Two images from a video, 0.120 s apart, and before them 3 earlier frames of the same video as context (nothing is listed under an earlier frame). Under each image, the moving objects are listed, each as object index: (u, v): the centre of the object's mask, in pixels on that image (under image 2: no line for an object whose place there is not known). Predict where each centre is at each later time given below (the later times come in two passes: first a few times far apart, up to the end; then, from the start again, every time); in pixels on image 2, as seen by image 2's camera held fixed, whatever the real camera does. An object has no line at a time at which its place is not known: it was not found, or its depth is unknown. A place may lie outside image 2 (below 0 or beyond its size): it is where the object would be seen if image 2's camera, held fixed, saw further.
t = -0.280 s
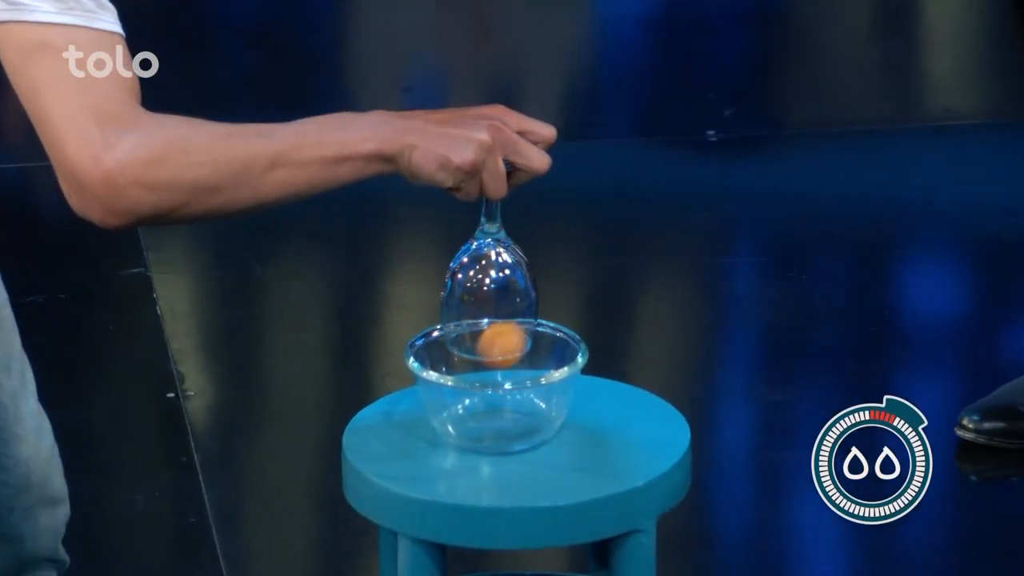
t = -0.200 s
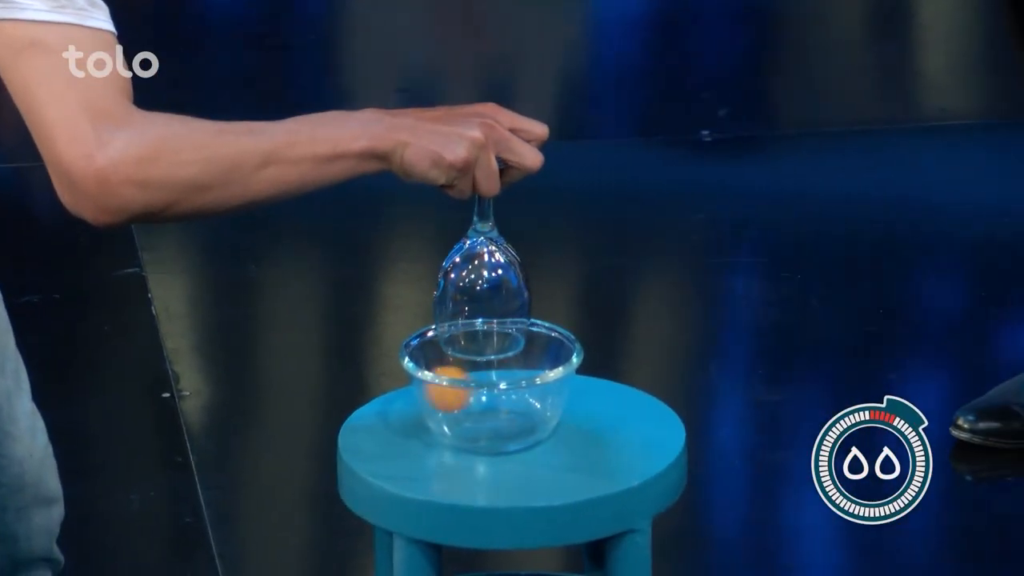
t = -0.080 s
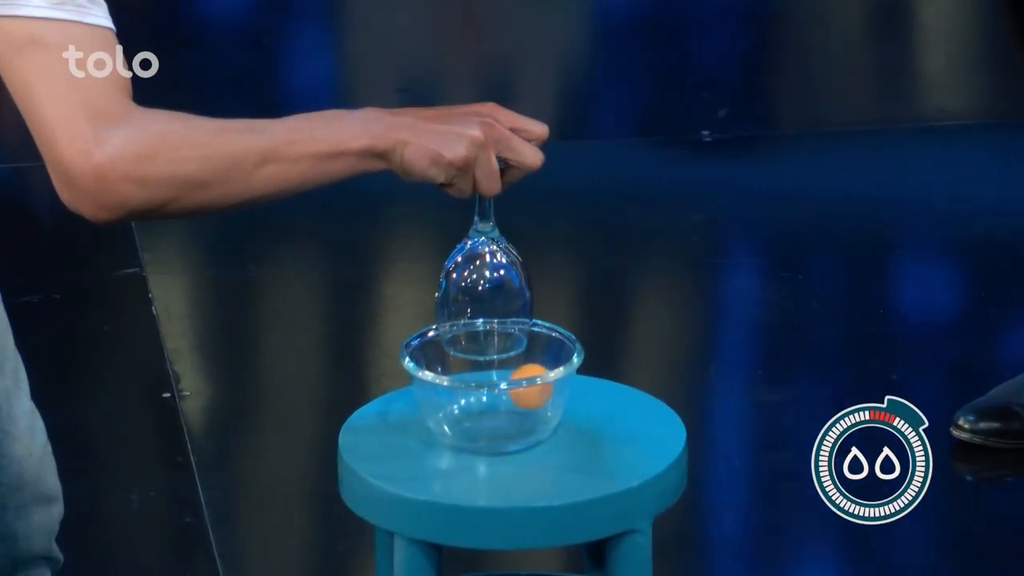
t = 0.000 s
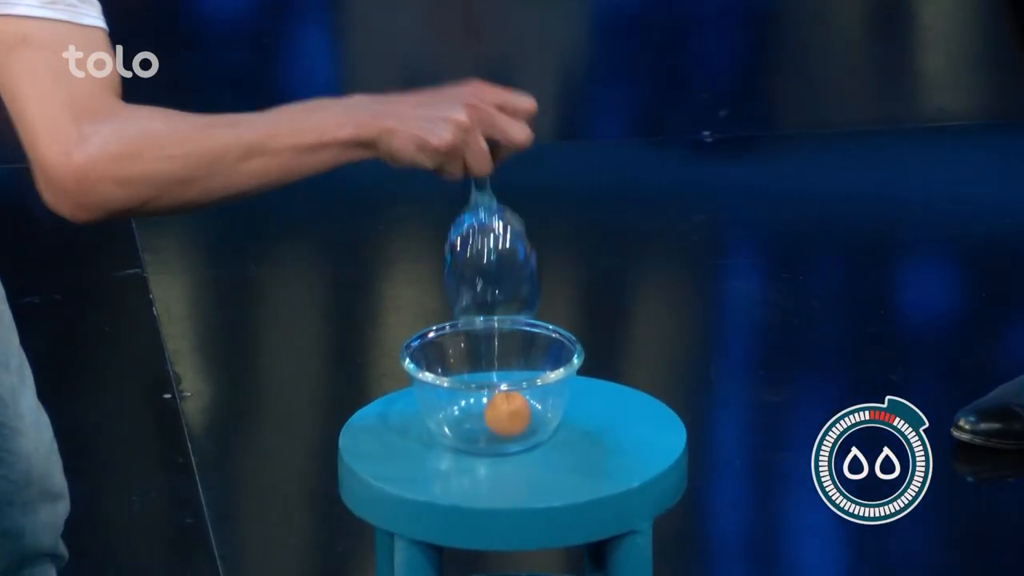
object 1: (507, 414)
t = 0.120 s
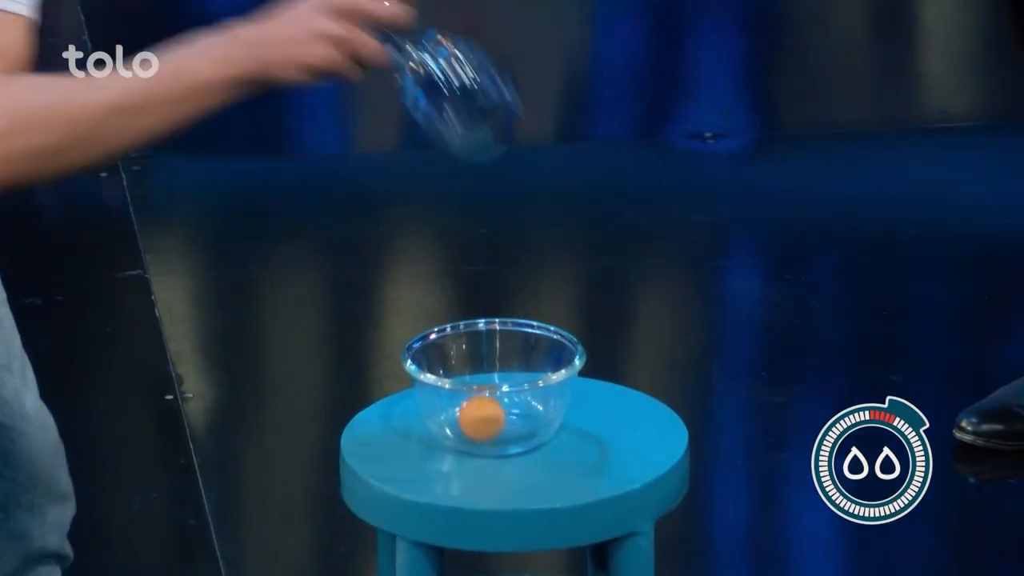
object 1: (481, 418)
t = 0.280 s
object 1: (459, 409)
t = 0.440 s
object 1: (470, 396)
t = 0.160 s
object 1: (472, 412)
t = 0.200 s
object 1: (463, 413)
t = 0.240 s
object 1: (454, 410)
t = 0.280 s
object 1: (459, 409)
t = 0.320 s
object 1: (463, 407)
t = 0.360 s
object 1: (465, 405)
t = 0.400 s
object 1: (467, 404)
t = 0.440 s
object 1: (470, 396)
